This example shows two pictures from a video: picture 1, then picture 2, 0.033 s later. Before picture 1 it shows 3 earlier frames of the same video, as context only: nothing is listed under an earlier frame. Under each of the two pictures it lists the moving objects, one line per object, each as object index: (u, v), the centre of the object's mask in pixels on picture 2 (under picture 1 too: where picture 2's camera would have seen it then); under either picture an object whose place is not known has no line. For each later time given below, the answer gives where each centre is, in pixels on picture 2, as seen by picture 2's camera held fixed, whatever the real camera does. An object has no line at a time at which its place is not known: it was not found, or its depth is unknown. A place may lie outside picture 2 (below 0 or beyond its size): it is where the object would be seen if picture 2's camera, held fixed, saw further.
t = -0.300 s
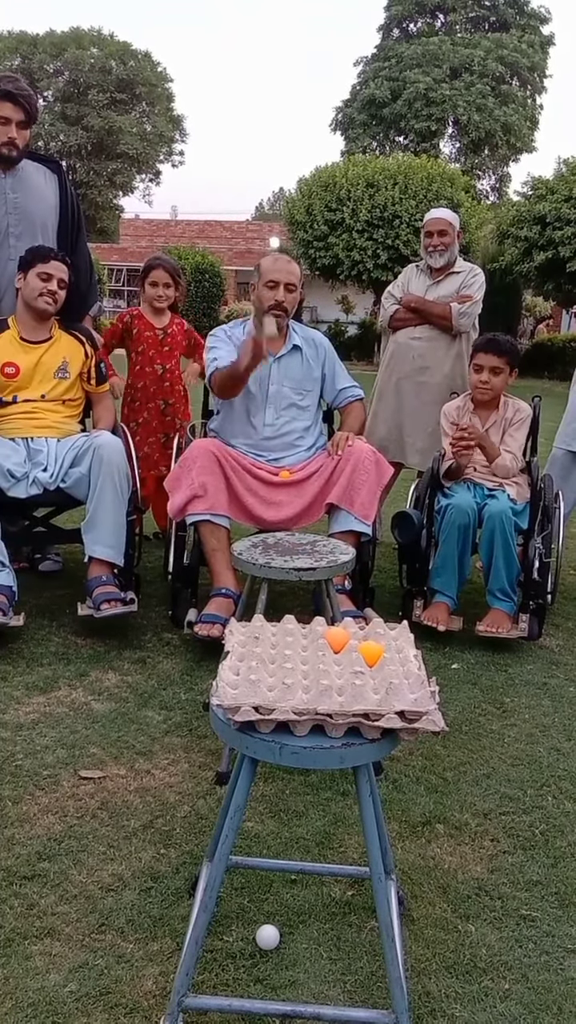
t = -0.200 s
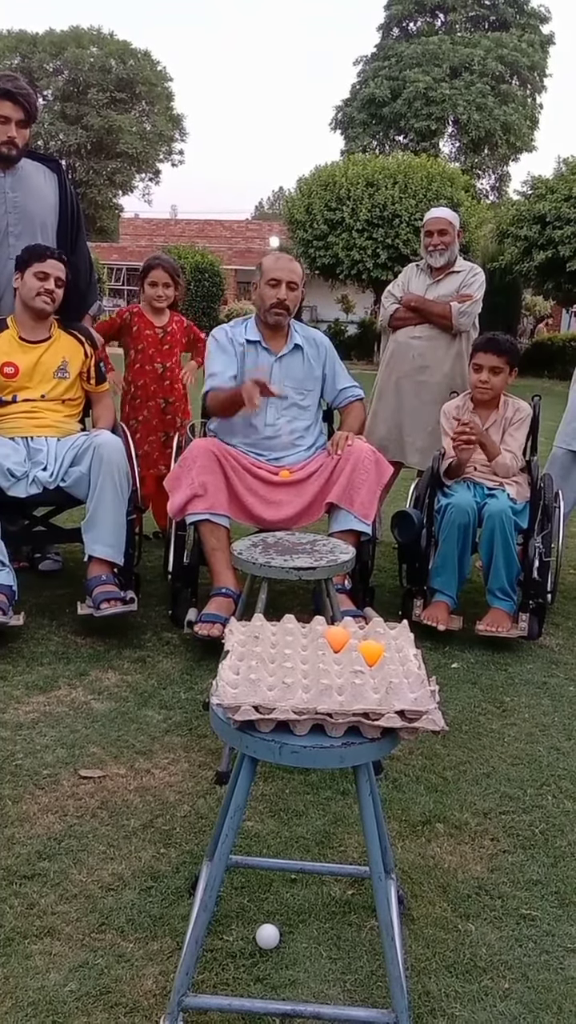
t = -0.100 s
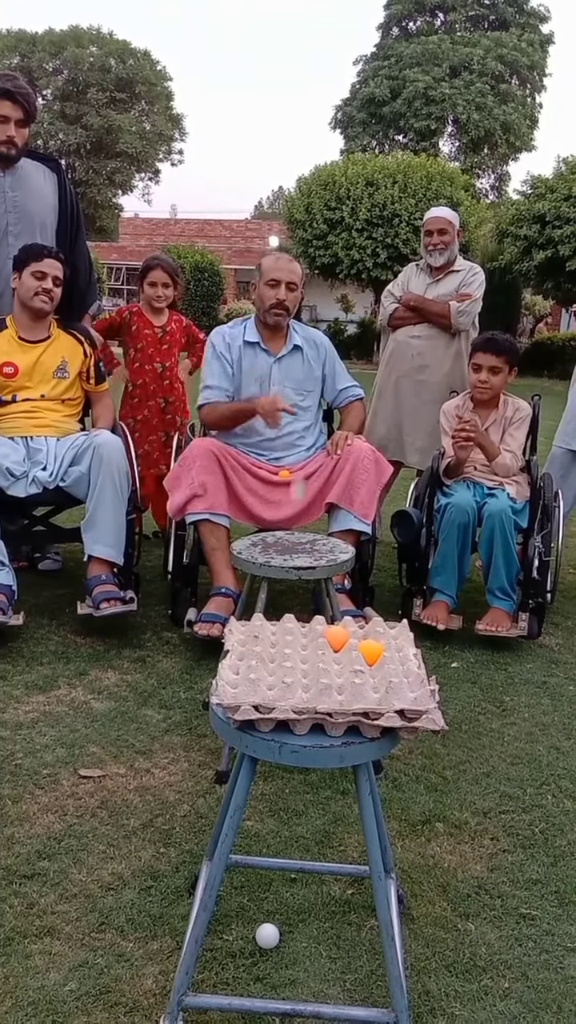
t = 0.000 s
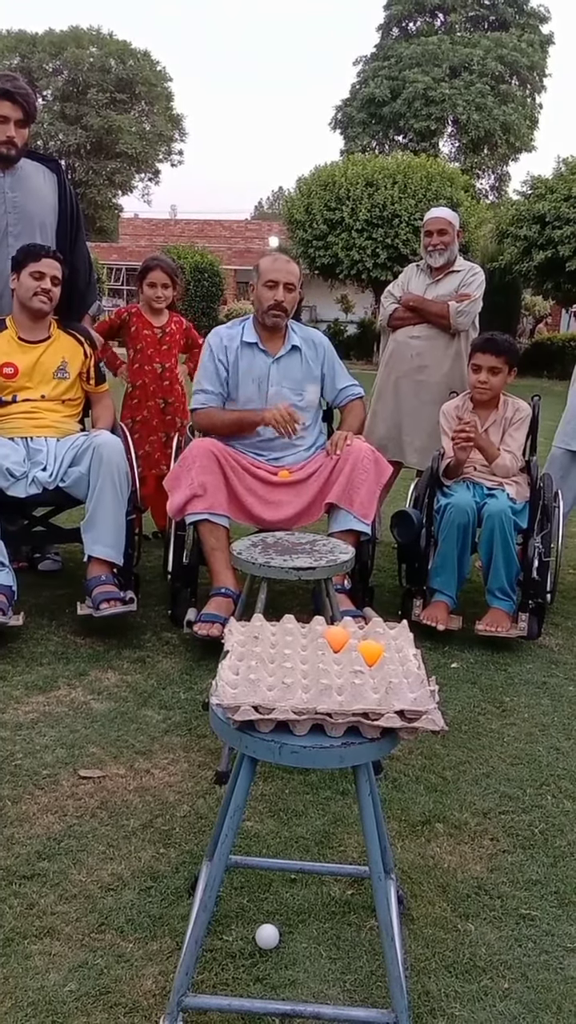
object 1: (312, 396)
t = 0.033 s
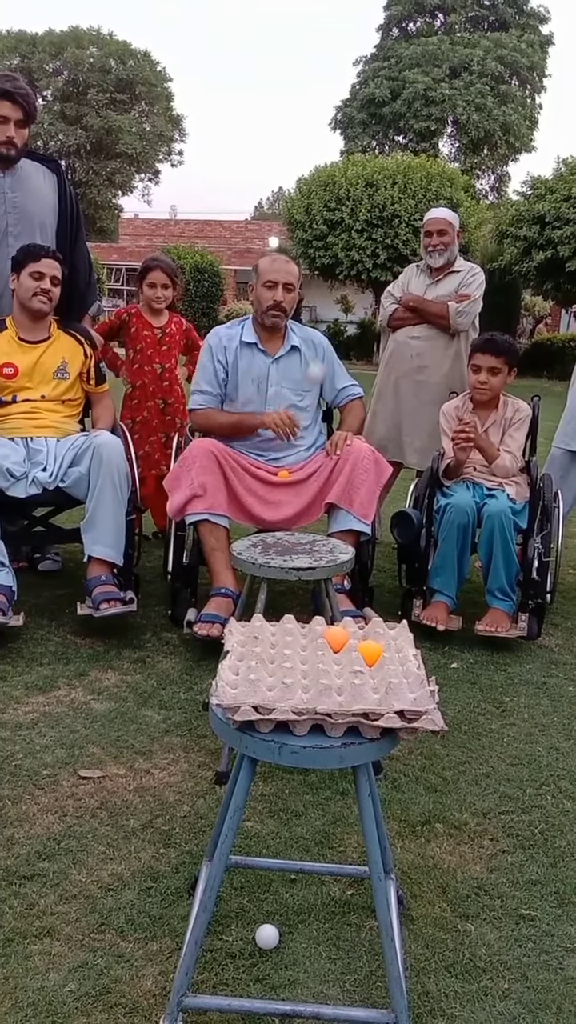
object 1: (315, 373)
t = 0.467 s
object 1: (374, 614)
